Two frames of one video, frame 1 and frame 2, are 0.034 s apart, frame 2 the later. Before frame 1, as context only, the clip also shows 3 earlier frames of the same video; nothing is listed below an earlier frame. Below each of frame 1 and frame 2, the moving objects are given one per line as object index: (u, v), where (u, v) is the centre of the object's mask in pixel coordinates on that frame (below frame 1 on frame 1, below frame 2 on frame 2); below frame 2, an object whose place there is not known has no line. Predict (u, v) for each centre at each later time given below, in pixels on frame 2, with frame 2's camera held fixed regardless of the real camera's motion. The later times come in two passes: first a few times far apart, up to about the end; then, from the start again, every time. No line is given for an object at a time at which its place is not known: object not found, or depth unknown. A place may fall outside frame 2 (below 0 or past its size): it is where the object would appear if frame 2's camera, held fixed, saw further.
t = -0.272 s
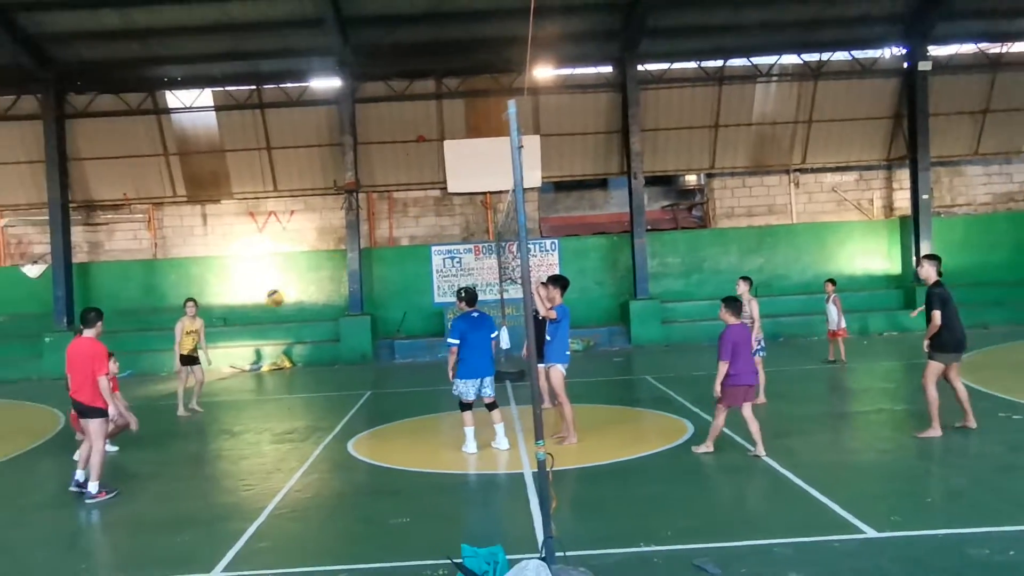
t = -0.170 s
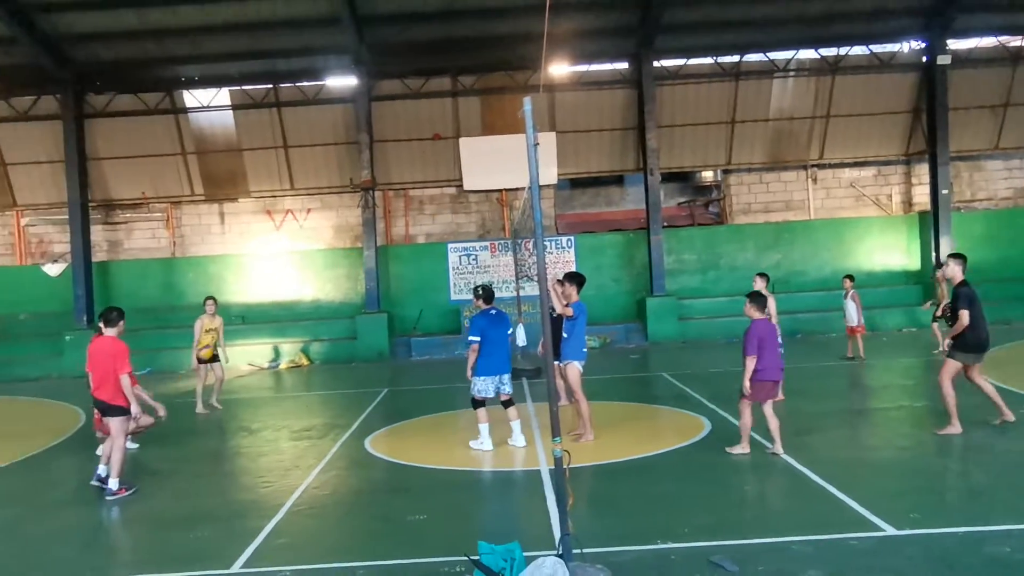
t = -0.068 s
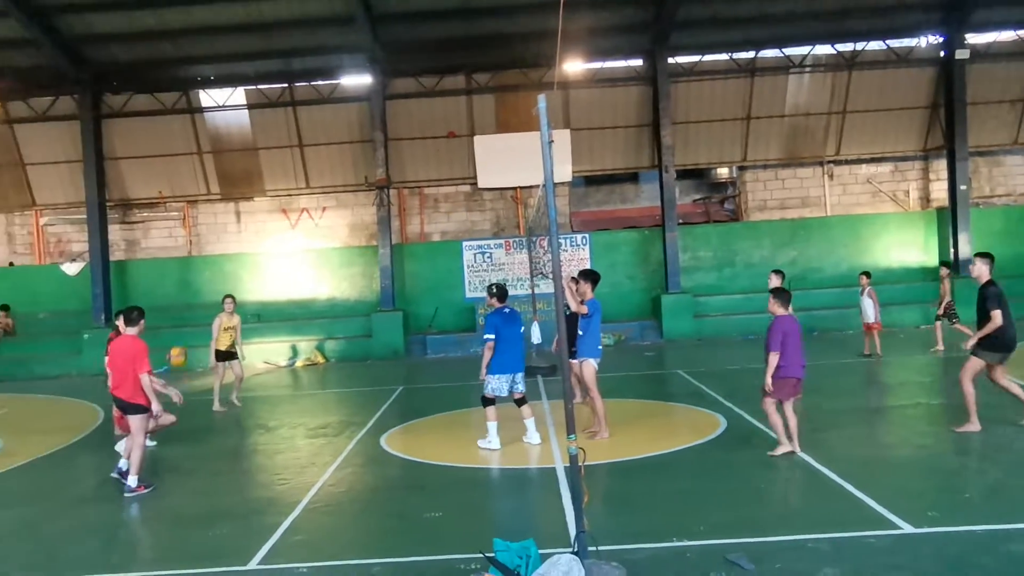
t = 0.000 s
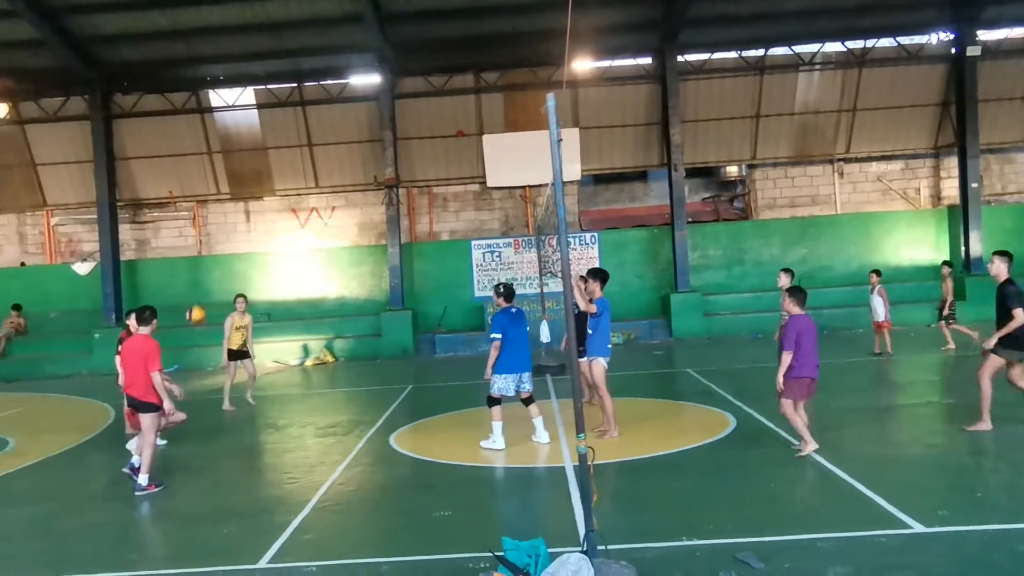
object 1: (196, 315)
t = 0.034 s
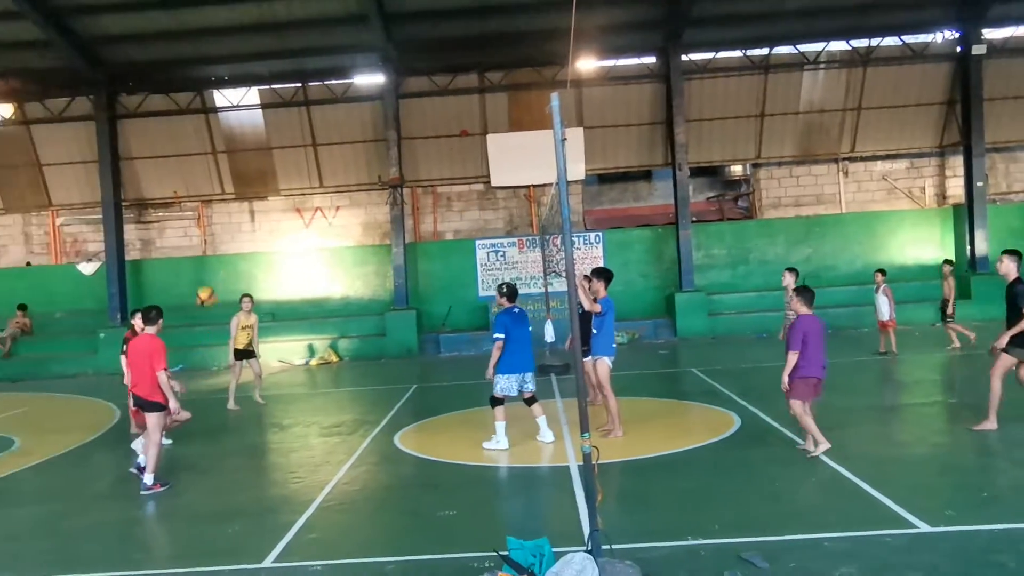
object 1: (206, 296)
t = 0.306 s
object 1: (245, 182)
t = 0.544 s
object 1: (281, 134)
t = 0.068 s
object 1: (210, 279)
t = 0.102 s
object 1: (215, 262)
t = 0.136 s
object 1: (221, 246)
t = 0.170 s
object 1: (225, 231)
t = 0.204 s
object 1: (230, 218)
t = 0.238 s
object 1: (235, 204)
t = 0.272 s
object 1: (240, 192)
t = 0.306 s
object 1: (245, 182)
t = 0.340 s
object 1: (251, 171)
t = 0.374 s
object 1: (255, 163)
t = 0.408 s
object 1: (261, 155)
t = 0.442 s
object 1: (266, 148)
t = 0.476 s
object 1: (271, 143)
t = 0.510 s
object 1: (277, 137)
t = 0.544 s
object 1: (281, 134)
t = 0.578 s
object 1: (288, 131)
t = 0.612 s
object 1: (294, 130)
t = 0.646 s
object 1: (300, 128)
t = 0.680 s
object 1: (306, 129)
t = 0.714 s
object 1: (312, 131)
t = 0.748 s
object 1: (317, 134)
